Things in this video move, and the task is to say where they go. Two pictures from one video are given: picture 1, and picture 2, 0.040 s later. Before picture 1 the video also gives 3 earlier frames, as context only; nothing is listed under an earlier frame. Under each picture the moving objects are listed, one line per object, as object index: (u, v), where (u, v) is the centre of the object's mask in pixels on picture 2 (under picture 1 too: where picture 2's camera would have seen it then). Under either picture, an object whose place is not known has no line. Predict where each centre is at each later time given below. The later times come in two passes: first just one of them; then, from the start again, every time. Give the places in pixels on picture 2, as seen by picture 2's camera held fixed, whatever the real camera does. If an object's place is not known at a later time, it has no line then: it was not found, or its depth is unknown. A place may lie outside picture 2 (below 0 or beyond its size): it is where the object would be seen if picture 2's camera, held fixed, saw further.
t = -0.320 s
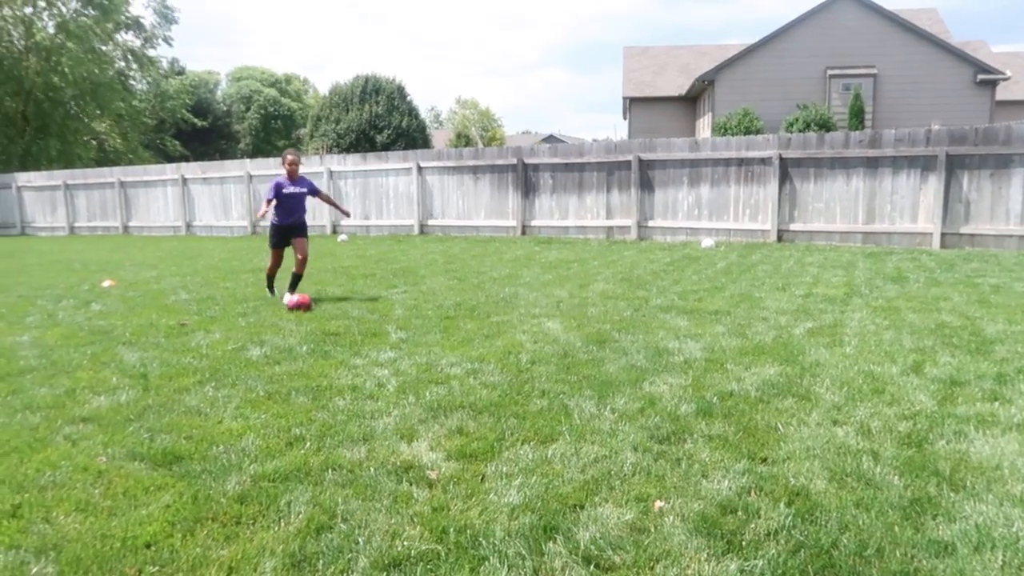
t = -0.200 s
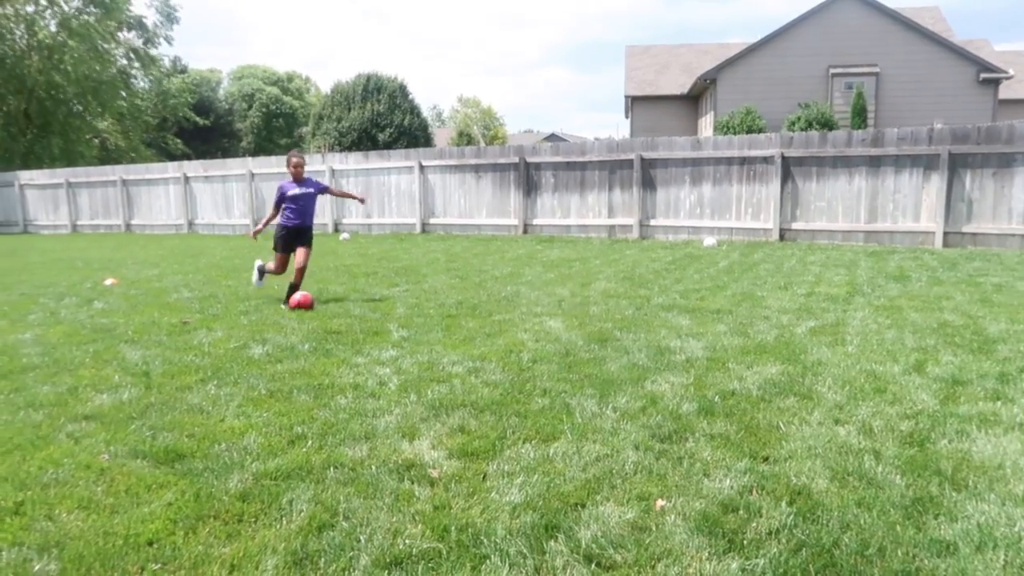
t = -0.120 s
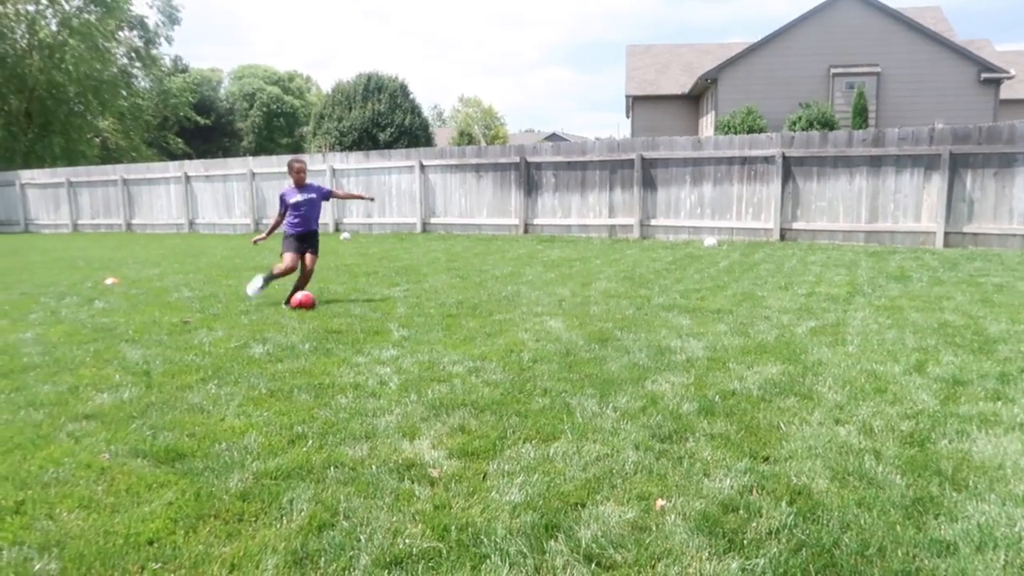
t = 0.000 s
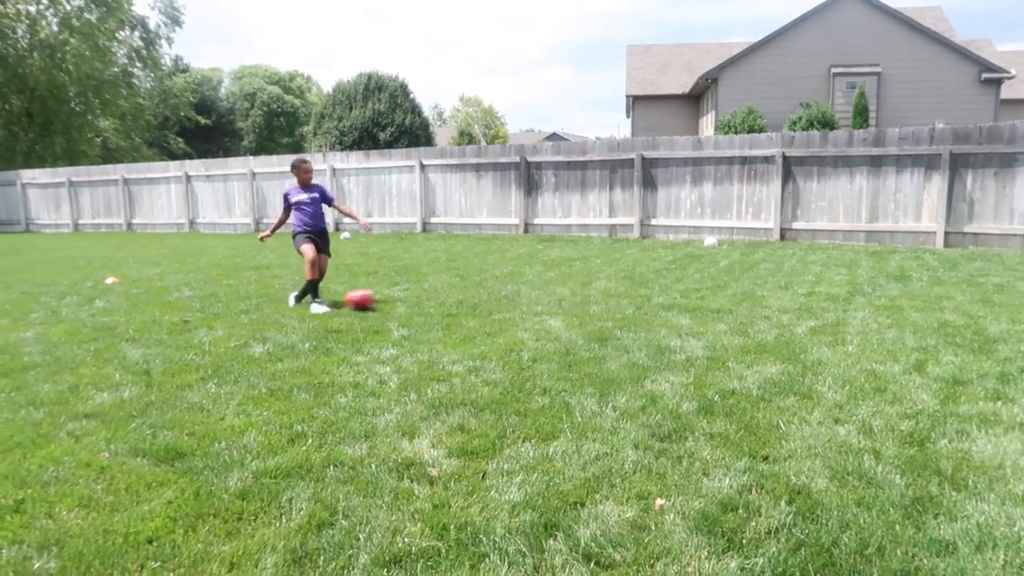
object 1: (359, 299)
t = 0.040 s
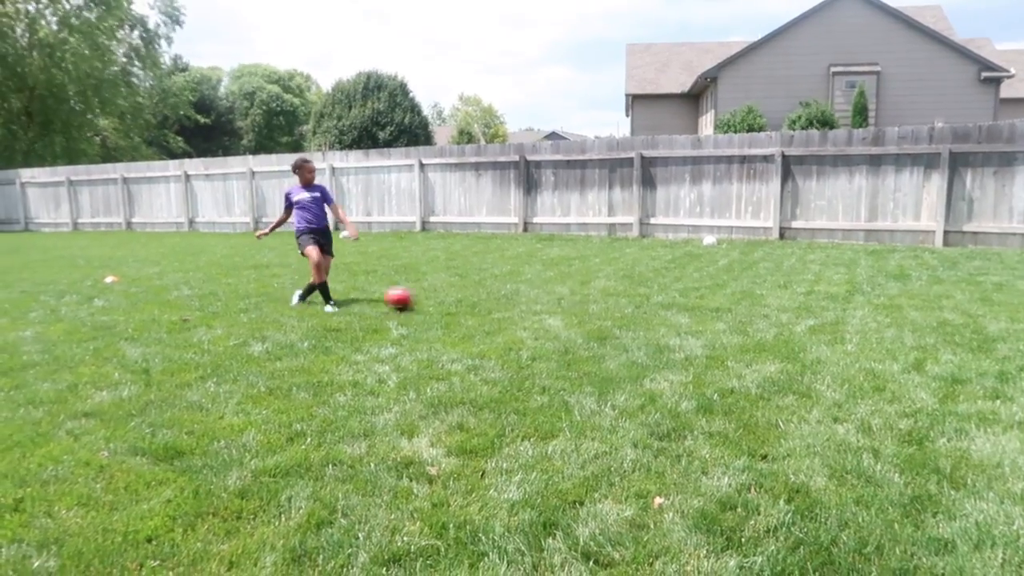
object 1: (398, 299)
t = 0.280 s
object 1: (639, 306)
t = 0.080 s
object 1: (442, 300)
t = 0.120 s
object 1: (483, 301)
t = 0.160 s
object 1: (526, 303)
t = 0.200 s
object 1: (567, 305)
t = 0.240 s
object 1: (606, 306)
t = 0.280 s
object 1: (639, 306)
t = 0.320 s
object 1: (671, 306)
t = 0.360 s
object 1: (702, 307)
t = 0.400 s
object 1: (733, 308)
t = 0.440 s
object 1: (765, 310)
